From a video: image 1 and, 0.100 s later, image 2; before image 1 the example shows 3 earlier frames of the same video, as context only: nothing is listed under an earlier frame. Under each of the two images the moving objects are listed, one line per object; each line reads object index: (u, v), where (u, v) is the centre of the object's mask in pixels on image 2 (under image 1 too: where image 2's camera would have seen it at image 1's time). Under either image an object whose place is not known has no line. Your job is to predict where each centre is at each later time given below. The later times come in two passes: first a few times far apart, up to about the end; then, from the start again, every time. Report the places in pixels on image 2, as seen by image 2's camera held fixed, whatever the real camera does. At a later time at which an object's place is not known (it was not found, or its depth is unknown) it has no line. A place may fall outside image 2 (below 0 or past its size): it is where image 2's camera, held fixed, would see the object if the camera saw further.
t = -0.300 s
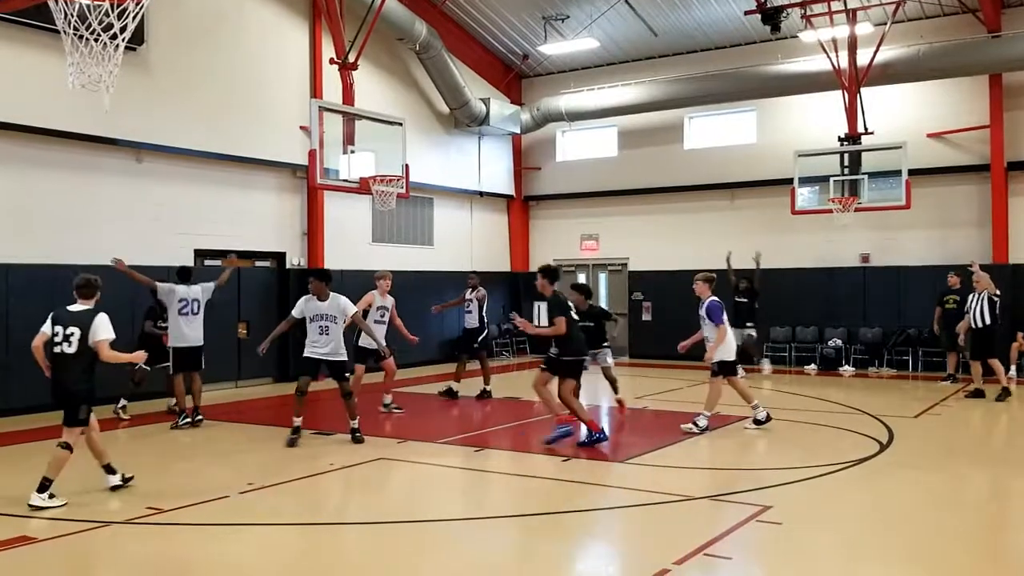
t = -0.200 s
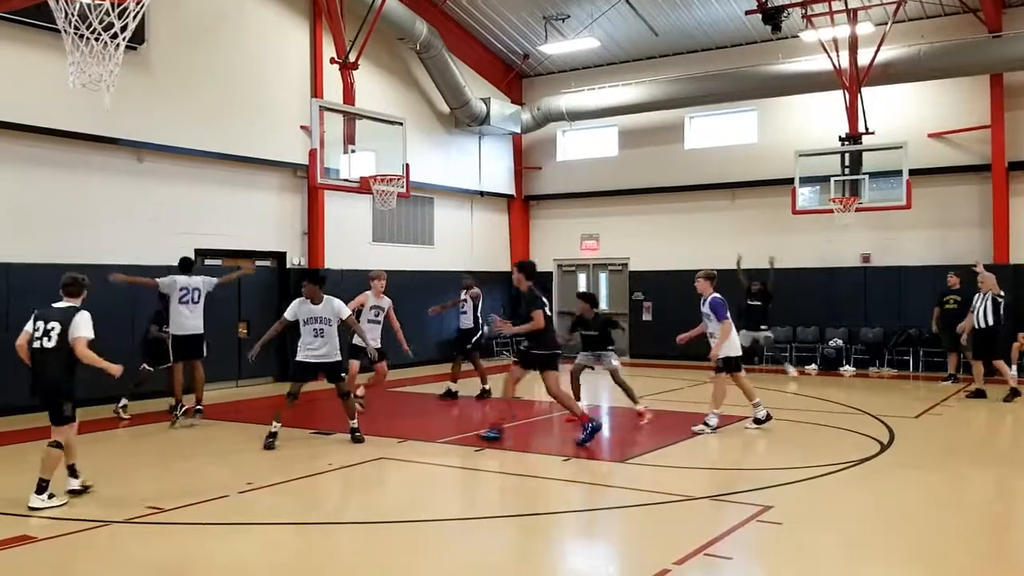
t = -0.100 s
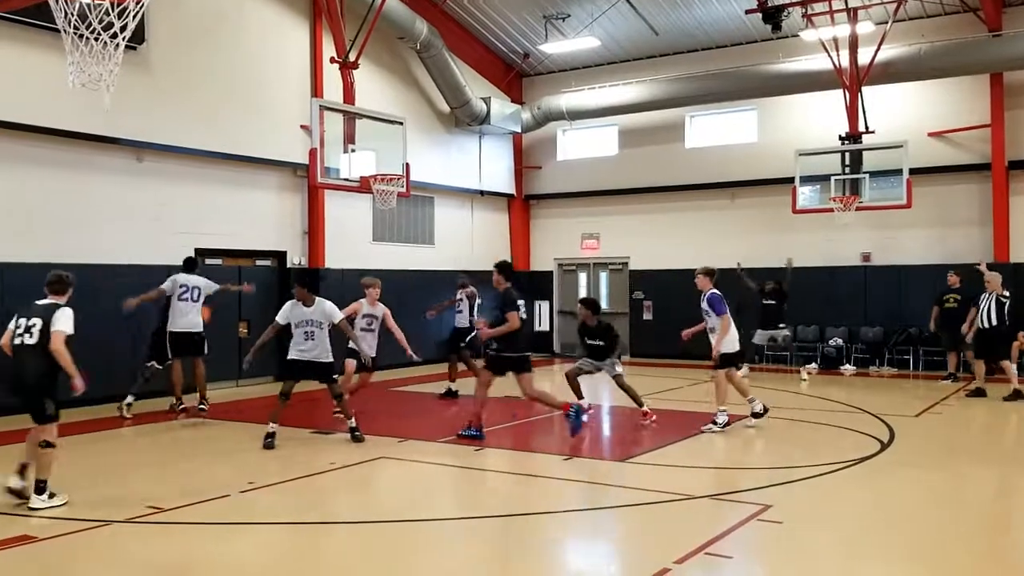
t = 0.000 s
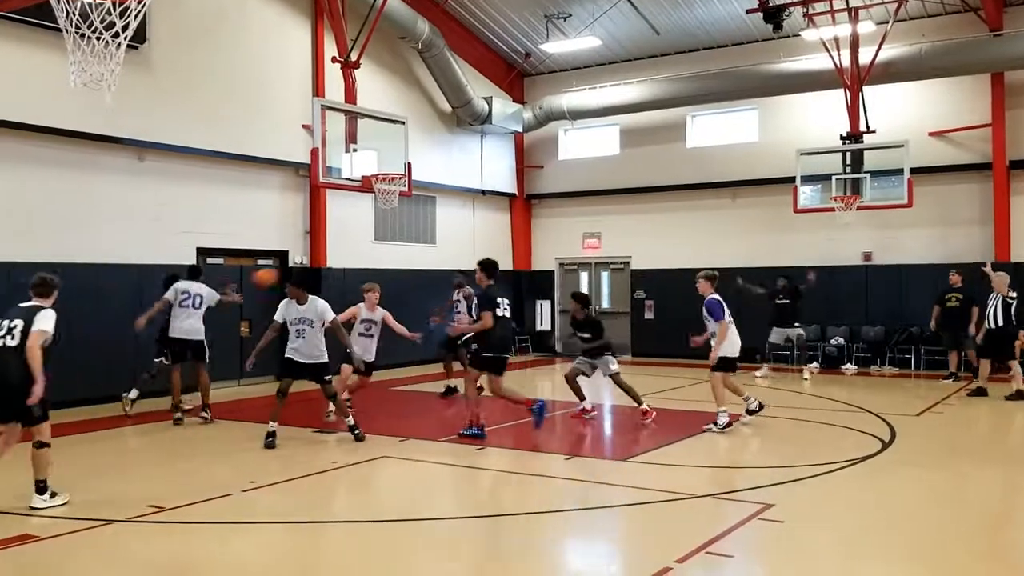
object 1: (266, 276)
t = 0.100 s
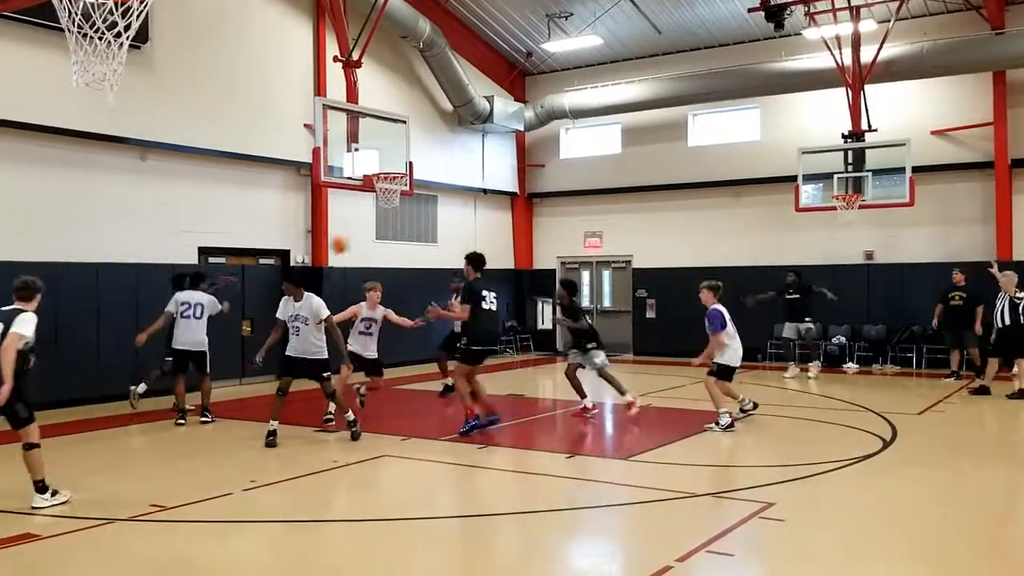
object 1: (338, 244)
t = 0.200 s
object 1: (407, 219)
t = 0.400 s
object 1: (537, 192)
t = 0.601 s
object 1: (658, 190)
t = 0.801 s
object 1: (773, 215)
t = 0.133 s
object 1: (363, 236)
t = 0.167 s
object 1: (385, 228)
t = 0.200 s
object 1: (407, 219)
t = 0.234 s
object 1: (430, 213)
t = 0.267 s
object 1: (453, 208)
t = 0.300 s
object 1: (475, 202)
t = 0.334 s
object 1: (496, 198)
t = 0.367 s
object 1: (518, 194)
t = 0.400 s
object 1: (537, 192)
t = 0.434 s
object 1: (559, 190)
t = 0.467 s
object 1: (580, 190)
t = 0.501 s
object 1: (601, 189)
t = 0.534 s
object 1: (620, 189)
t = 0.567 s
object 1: (639, 188)
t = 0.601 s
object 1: (658, 190)
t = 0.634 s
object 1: (679, 192)
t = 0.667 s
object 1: (697, 196)
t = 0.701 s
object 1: (717, 199)
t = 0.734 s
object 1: (736, 204)
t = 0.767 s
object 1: (754, 208)
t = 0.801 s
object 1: (773, 215)
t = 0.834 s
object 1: (792, 221)
